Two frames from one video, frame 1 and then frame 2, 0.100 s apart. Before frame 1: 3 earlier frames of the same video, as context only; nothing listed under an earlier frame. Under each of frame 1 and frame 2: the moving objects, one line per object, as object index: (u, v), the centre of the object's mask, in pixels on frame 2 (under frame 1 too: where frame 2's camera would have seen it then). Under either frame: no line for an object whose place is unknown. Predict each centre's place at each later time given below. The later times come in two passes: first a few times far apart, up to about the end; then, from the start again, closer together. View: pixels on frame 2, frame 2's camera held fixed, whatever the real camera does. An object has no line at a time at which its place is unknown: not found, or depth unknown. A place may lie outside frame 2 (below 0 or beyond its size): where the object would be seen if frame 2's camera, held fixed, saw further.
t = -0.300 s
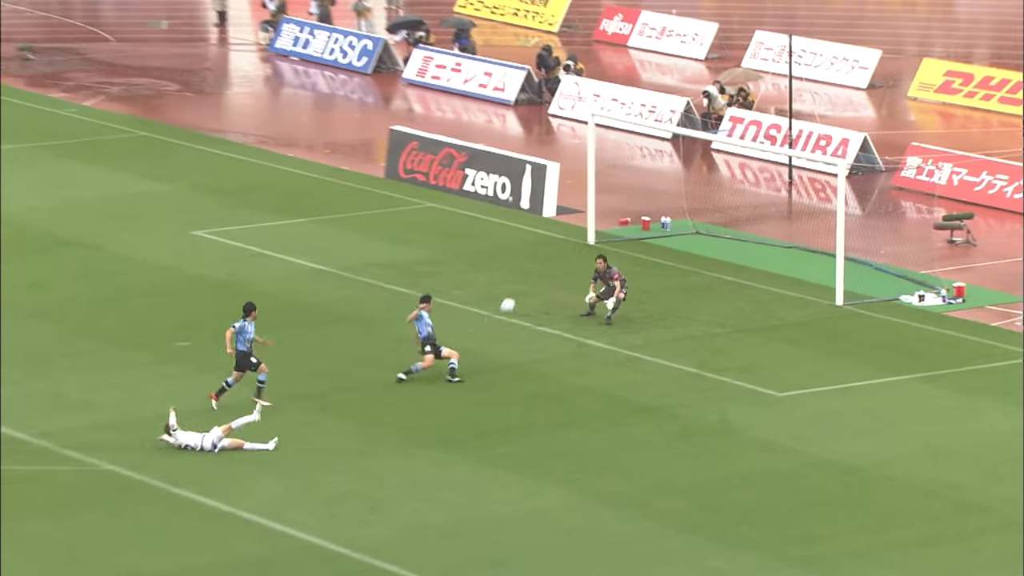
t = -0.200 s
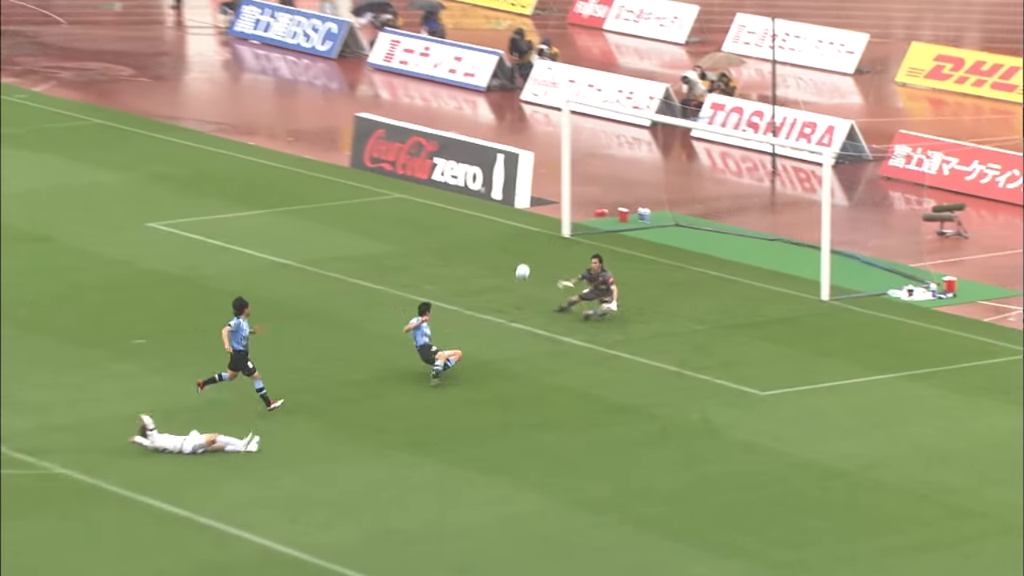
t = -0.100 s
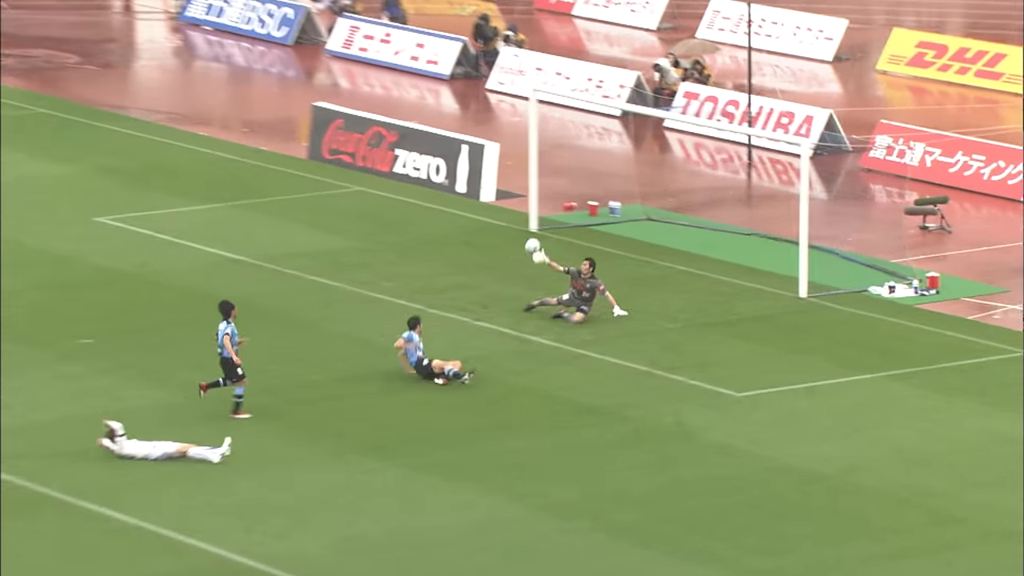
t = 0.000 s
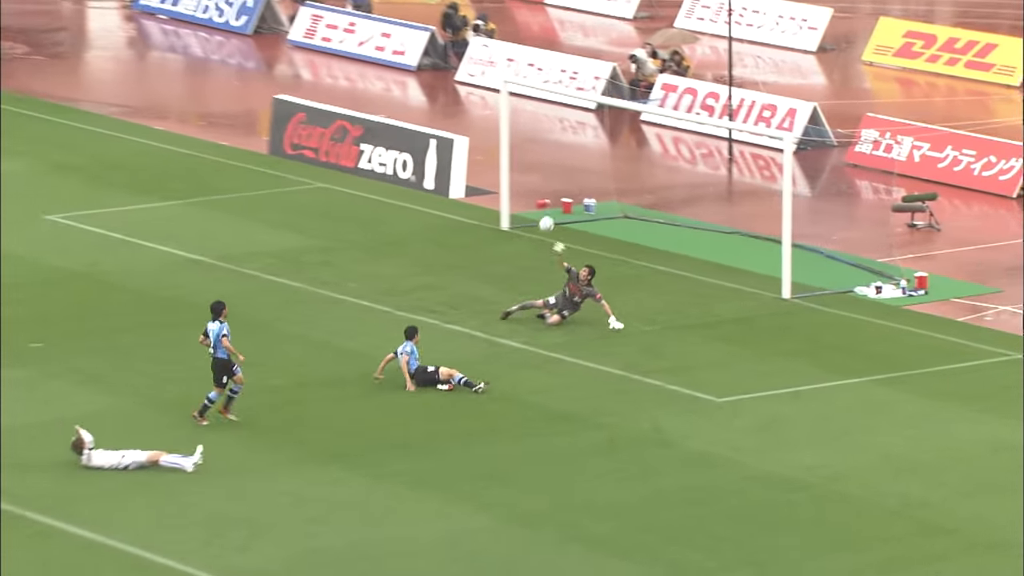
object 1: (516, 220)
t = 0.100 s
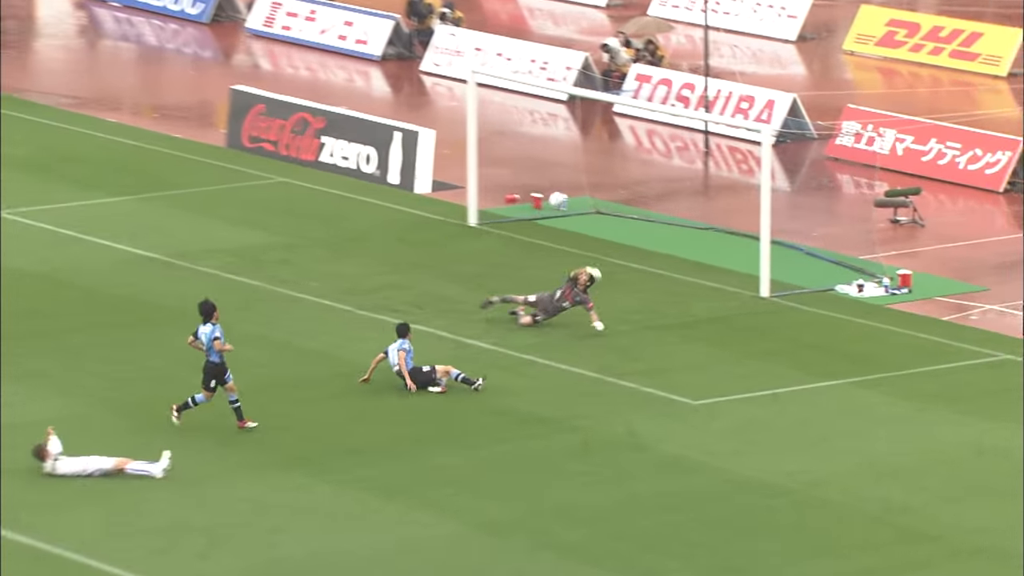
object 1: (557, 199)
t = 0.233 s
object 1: (606, 184)
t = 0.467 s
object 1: (693, 188)
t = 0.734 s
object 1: (788, 240)
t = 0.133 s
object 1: (568, 194)
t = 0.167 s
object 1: (581, 190)
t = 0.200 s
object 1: (594, 186)
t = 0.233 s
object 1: (606, 184)
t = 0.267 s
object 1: (619, 182)
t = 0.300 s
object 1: (631, 181)
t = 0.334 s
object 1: (644, 181)
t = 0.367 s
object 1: (656, 181)
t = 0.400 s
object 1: (668, 182)
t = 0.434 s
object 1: (681, 184)
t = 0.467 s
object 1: (693, 188)
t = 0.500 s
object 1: (706, 192)
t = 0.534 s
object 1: (718, 196)
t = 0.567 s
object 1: (730, 202)
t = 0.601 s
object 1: (742, 208)
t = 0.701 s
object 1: (777, 231)
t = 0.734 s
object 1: (788, 240)
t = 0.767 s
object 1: (799, 250)
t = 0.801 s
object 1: (810, 260)
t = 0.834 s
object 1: (820, 260)
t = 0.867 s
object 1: (831, 249)
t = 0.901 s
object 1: (841, 238)
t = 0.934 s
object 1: (851, 227)
